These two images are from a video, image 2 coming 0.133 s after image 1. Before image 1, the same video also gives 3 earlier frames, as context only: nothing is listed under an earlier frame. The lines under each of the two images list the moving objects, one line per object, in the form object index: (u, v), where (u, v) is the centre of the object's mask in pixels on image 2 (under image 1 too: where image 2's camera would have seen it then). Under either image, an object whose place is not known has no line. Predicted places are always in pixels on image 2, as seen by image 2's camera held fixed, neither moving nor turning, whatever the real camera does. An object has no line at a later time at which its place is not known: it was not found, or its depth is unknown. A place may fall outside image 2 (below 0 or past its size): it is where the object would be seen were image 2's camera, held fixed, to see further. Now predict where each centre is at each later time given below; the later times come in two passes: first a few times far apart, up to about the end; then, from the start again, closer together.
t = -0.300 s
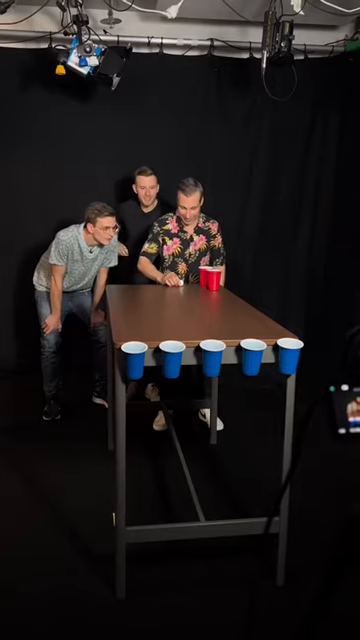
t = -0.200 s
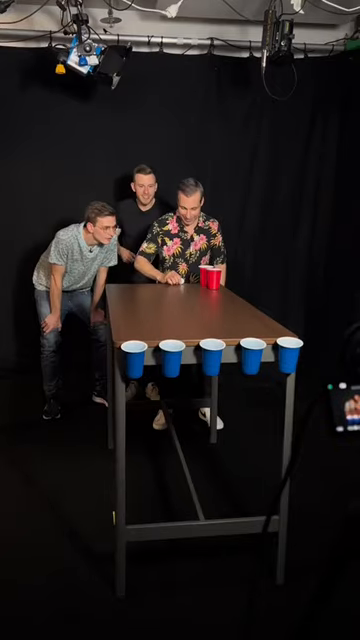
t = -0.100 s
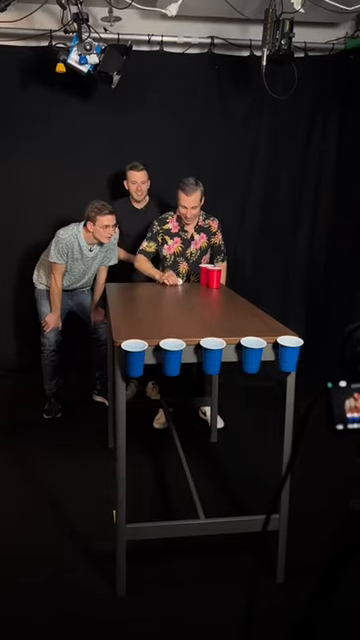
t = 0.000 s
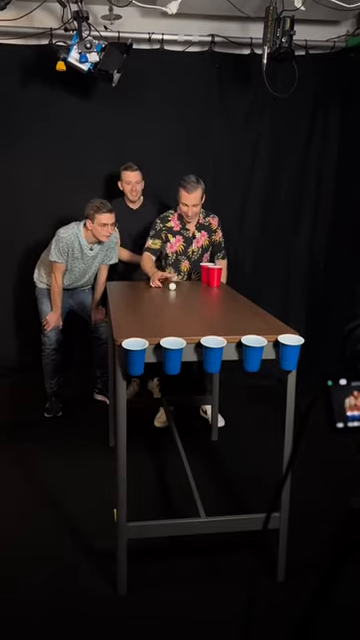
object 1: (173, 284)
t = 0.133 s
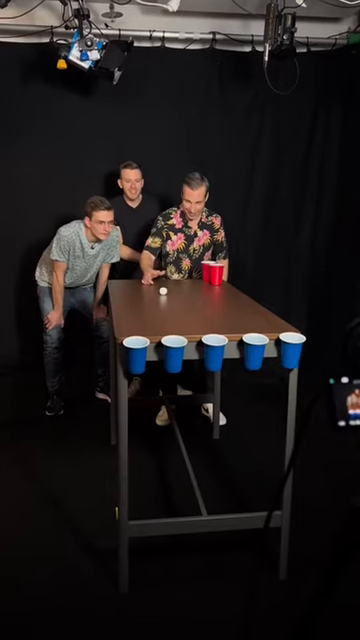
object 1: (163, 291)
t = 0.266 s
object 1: (149, 297)
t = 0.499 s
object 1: (118, 310)
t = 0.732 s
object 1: (82, 491)
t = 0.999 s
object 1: (50, 607)
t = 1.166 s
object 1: (24, 639)
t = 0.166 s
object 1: (160, 292)
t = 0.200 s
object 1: (156, 294)
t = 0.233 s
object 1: (153, 296)
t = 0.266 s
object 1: (149, 297)
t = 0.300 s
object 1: (145, 299)
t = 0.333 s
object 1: (141, 301)
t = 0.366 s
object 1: (137, 303)
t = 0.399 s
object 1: (132, 305)
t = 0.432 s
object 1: (129, 306)
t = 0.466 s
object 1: (123, 308)
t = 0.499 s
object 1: (118, 310)
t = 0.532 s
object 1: (113, 312)
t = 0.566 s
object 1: (107, 317)
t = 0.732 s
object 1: (82, 491)
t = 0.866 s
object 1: (66, 537)
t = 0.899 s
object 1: (61, 542)
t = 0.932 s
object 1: (57, 557)
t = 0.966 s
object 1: (54, 581)
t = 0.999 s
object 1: (50, 607)
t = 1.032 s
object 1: (44, 604)
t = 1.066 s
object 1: (39, 611)
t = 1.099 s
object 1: (34, 627)
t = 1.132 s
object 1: (29, 631)
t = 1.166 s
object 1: (24, 639)
